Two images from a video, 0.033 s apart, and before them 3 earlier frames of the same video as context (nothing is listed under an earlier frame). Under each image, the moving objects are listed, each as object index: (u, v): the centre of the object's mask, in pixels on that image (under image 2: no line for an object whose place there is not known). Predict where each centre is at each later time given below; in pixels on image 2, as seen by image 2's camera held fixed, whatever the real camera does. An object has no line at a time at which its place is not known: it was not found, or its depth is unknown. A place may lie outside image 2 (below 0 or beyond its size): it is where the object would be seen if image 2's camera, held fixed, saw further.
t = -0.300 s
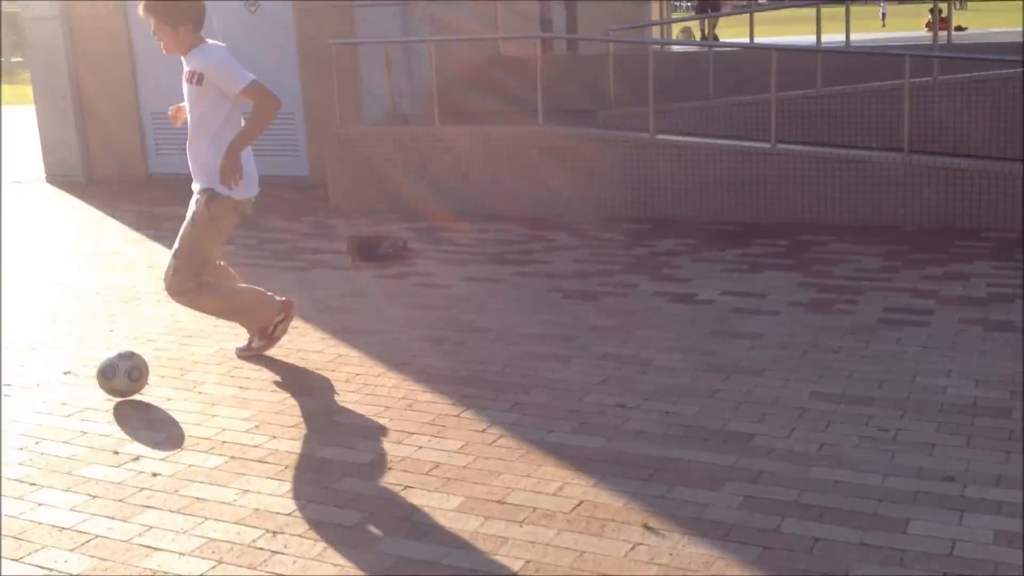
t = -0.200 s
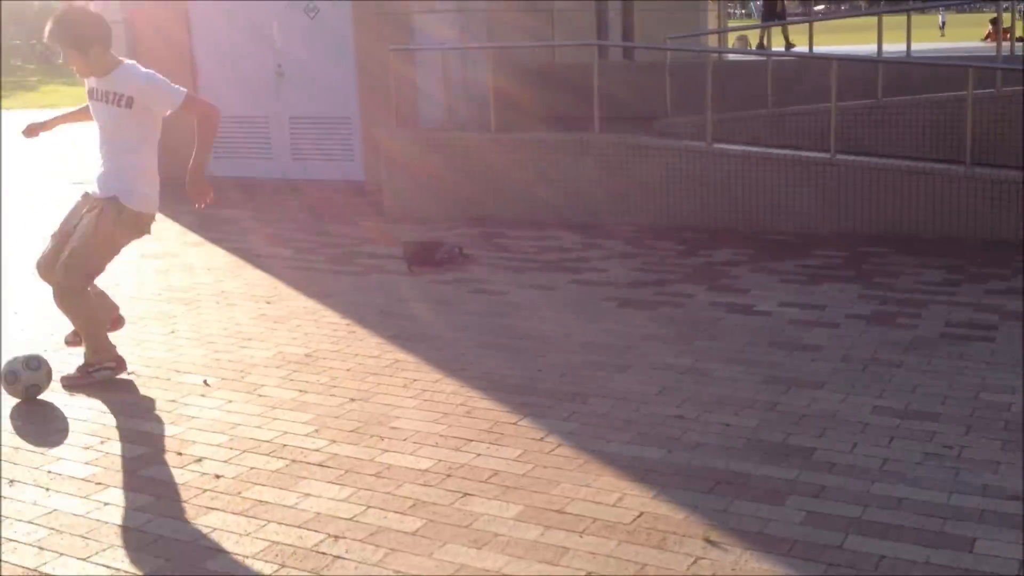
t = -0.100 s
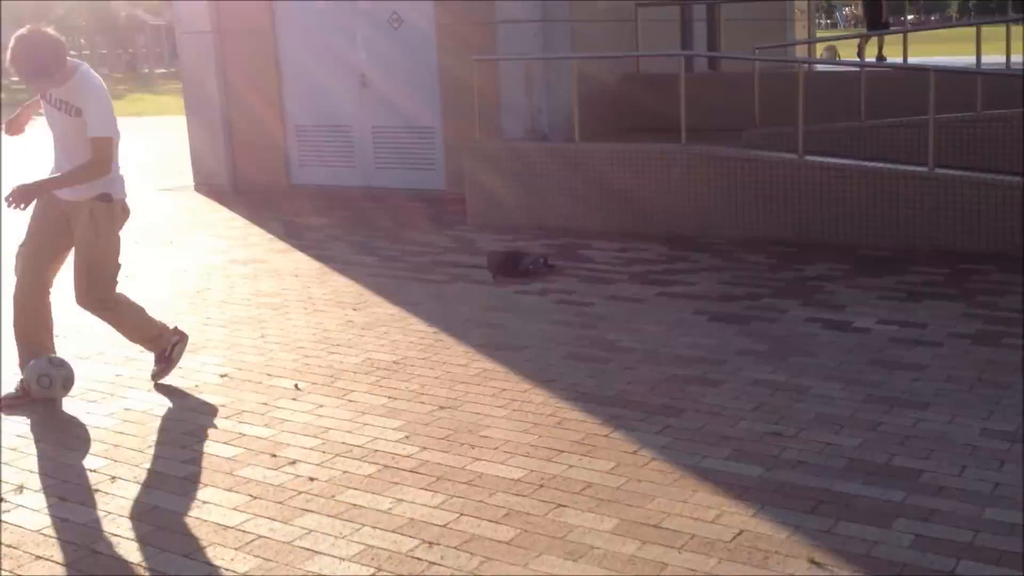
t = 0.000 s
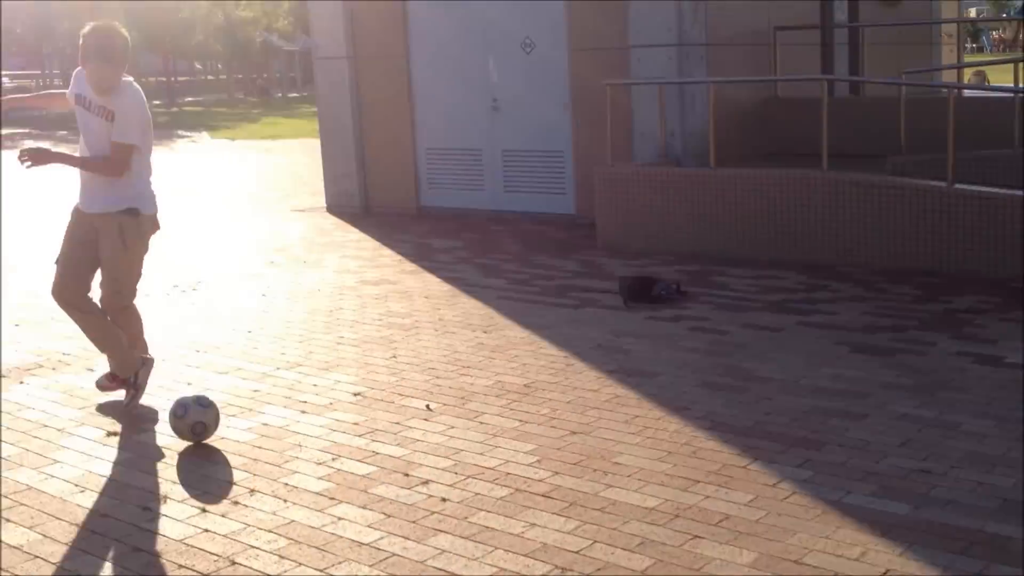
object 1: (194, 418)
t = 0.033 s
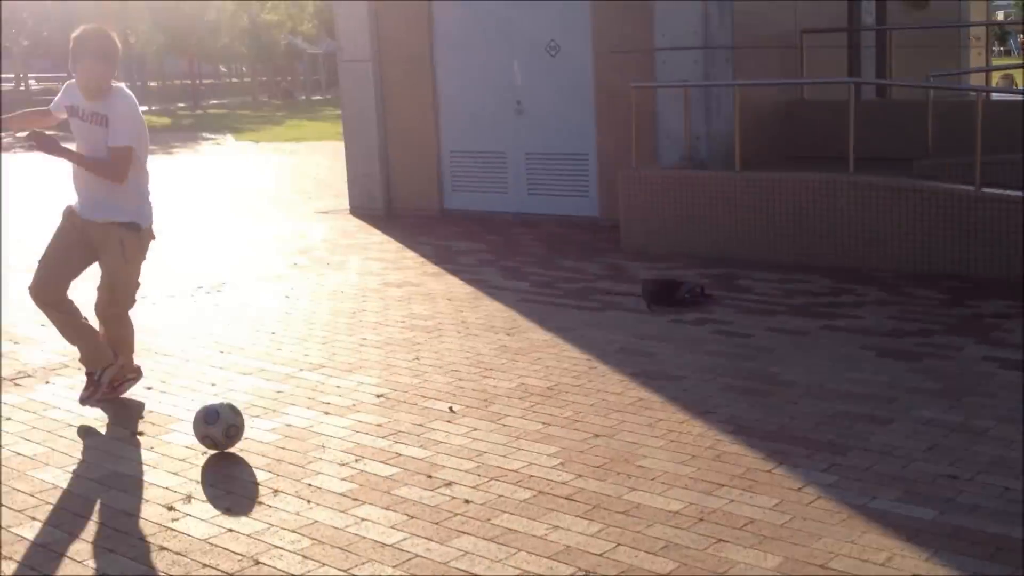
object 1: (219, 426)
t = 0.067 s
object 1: (218, 434)
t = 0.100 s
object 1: (217, 443)
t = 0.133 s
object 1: (216, 452)
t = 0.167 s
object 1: (214, 461)
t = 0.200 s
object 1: (213, 472)
